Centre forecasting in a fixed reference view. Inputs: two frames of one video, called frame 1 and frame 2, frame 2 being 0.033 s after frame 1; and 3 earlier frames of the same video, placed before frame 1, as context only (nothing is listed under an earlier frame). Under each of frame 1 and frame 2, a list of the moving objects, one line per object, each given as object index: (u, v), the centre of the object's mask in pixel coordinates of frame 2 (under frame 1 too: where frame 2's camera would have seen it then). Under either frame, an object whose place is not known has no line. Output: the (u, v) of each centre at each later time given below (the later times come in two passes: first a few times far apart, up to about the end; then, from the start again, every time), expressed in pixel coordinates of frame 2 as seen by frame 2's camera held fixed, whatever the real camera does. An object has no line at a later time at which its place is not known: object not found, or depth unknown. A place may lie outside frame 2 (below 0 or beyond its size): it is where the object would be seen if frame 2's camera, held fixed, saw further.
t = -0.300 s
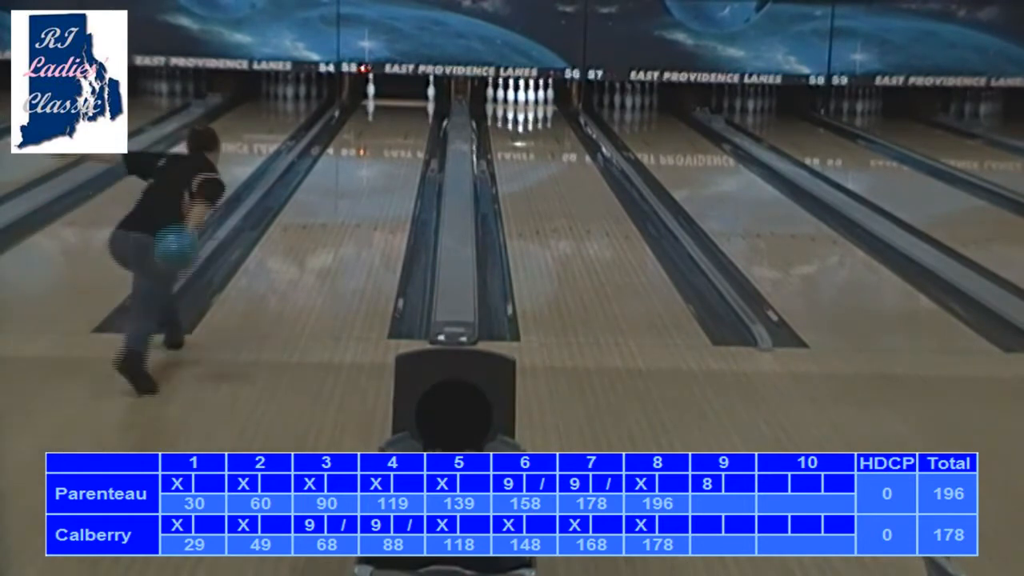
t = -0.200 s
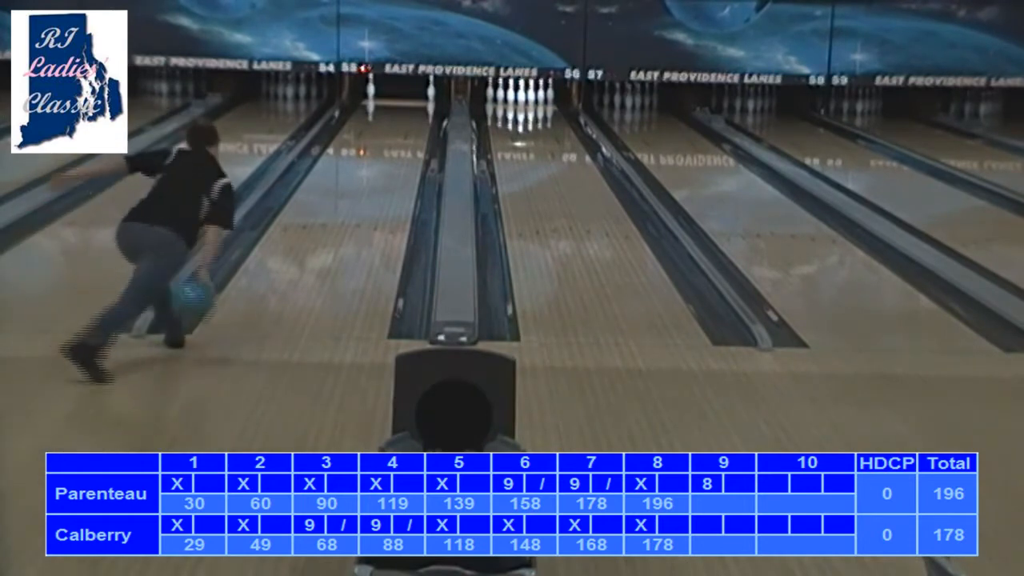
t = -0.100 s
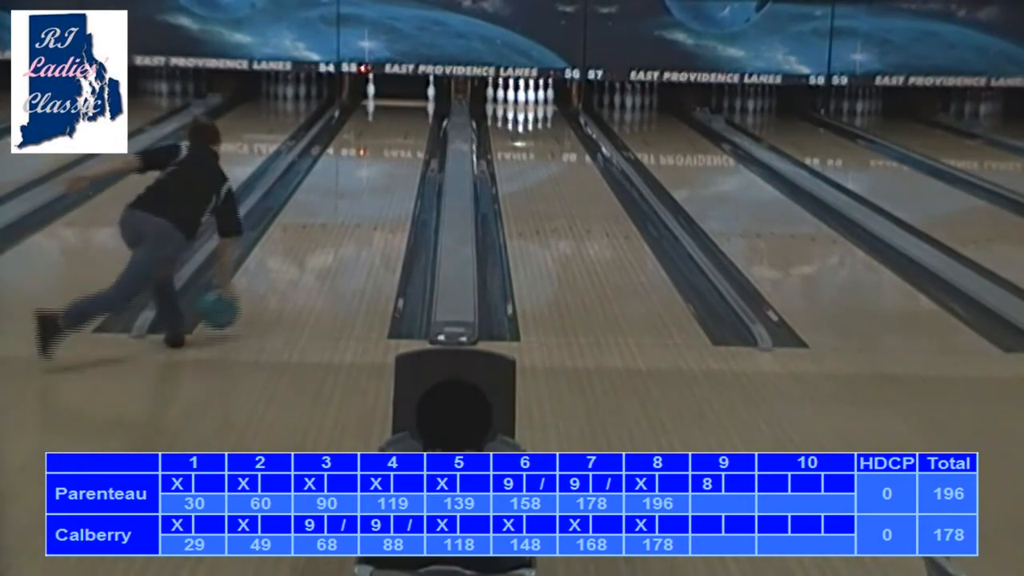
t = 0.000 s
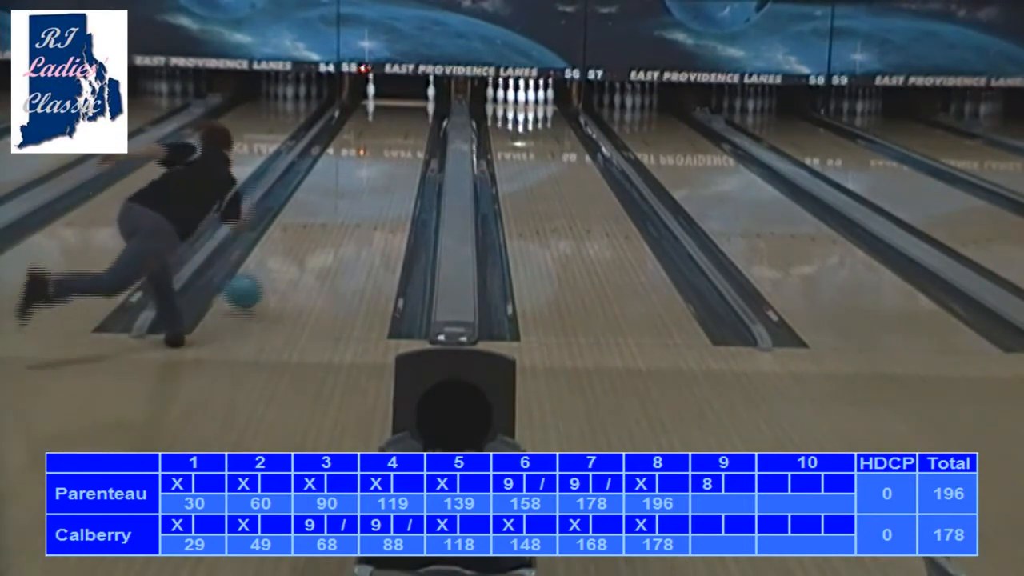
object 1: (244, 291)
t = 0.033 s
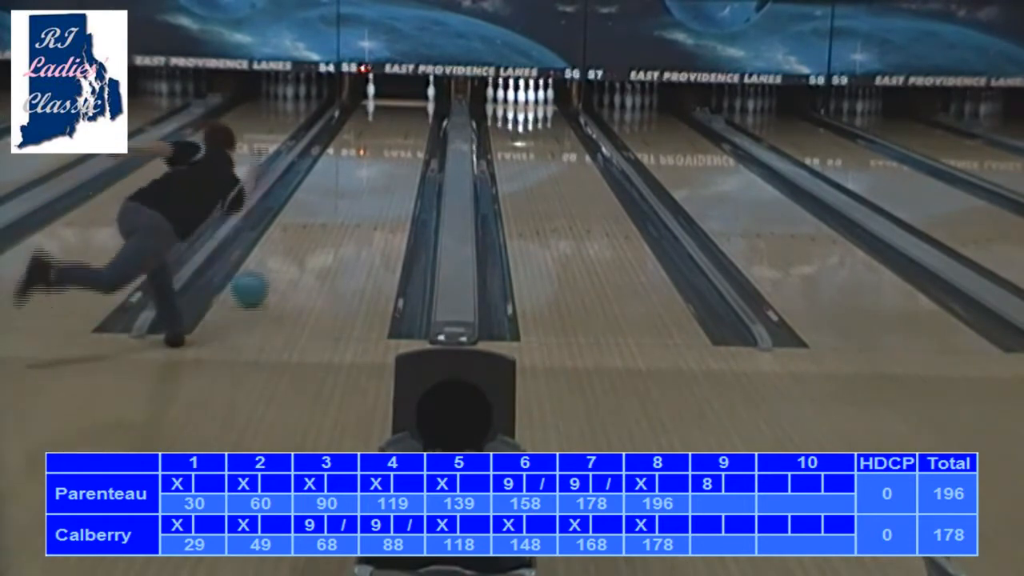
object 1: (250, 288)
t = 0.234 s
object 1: (285, 251)
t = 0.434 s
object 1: (314, 222)
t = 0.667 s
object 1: (341, 196)
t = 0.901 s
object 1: (362, 174)
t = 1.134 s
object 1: (379, 157)
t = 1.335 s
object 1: (392, 144)
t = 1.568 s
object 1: (404, 131)
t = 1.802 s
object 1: (414, 121)
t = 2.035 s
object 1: (421, 112)
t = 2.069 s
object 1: (421, 111)
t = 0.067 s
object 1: (257, 279)
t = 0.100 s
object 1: (263, 273)
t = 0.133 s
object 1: (269, 268)
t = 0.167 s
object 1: (275, 261)
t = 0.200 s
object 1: (280, 256)
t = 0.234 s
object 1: (285, 251)
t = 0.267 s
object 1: (291, 245)
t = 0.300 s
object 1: (296, 241)
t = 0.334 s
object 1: (300, 236)
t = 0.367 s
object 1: (304, 232)
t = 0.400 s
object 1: (310, 227)
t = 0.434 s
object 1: (314, 222)
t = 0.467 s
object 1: (318, 217)
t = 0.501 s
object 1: (322, 214)
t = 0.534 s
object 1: (327, 210)
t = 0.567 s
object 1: (330, 205)
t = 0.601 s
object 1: (334, 203)
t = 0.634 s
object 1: (337, 199)
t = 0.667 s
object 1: (341, 196)
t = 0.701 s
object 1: (345, 191)
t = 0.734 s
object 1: (347, 189)
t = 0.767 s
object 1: (351, 185)
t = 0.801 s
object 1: (354, 182)
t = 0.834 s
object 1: (357, 180)
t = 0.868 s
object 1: (360, 176)
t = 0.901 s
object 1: (362, 174)
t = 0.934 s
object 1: (365, 171)
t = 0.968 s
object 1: (368, 170)
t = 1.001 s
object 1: (370, 167)
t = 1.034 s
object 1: (373, 164)
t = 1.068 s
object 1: (375, 161)
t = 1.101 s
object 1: (377, 159)
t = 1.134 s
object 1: (379, 157)
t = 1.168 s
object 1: (381, 155)
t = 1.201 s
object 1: (384, 153)
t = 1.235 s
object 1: (385, 150)
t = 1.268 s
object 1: (387, 148)
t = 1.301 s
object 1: (389, 146)
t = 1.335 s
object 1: (392, 144)
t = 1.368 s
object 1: (393, 142)
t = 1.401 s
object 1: (394, 140)
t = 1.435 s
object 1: (396, 139)
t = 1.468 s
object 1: (398, 137)
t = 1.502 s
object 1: (400, 135)
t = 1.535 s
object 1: (402, 133)
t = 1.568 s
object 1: (404, 131)
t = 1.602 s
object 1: (406, 130)
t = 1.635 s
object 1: (407, 128)
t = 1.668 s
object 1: (408, 127)
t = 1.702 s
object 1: (409, 125)
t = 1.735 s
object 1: (411, 124)
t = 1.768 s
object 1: (412, 122)
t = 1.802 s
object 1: (414, 121)
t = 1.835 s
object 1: (415, 119)
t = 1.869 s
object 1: (416, 118)
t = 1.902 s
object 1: (418, 117)
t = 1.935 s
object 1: (418, 115)
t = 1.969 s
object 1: (419, 114)
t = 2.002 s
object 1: (420, 113)
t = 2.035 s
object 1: (421, 112)
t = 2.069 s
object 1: (421, 111)
